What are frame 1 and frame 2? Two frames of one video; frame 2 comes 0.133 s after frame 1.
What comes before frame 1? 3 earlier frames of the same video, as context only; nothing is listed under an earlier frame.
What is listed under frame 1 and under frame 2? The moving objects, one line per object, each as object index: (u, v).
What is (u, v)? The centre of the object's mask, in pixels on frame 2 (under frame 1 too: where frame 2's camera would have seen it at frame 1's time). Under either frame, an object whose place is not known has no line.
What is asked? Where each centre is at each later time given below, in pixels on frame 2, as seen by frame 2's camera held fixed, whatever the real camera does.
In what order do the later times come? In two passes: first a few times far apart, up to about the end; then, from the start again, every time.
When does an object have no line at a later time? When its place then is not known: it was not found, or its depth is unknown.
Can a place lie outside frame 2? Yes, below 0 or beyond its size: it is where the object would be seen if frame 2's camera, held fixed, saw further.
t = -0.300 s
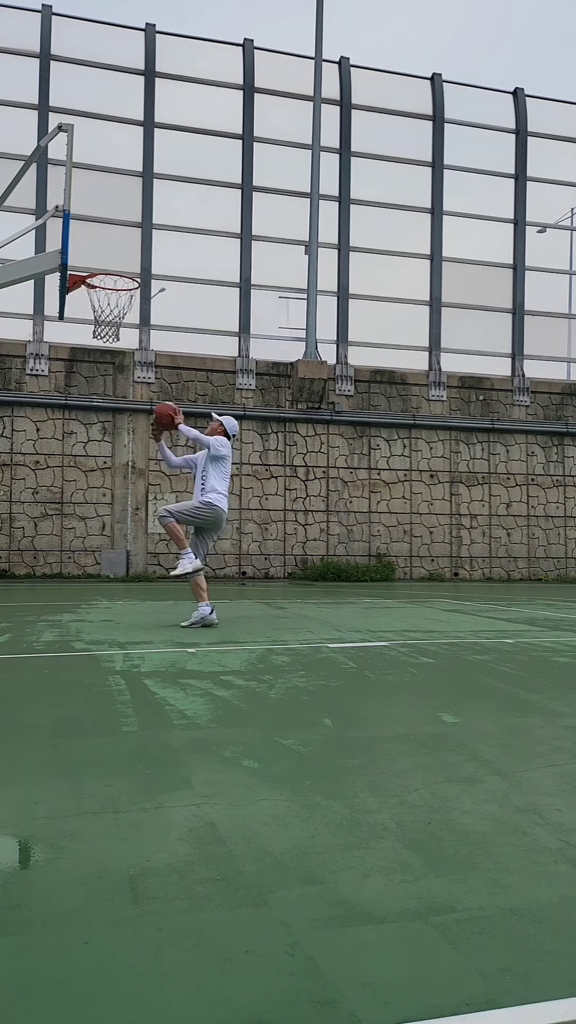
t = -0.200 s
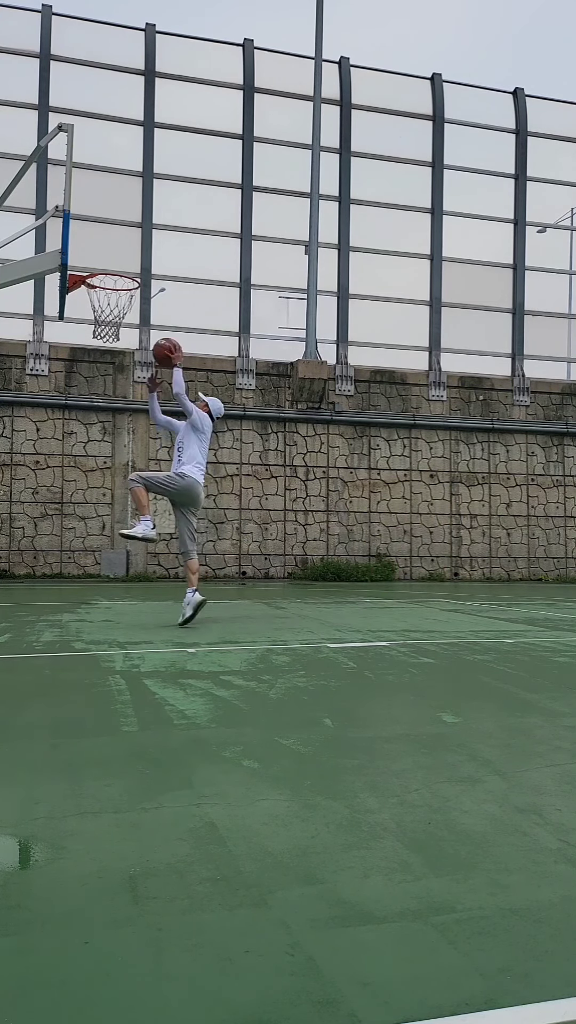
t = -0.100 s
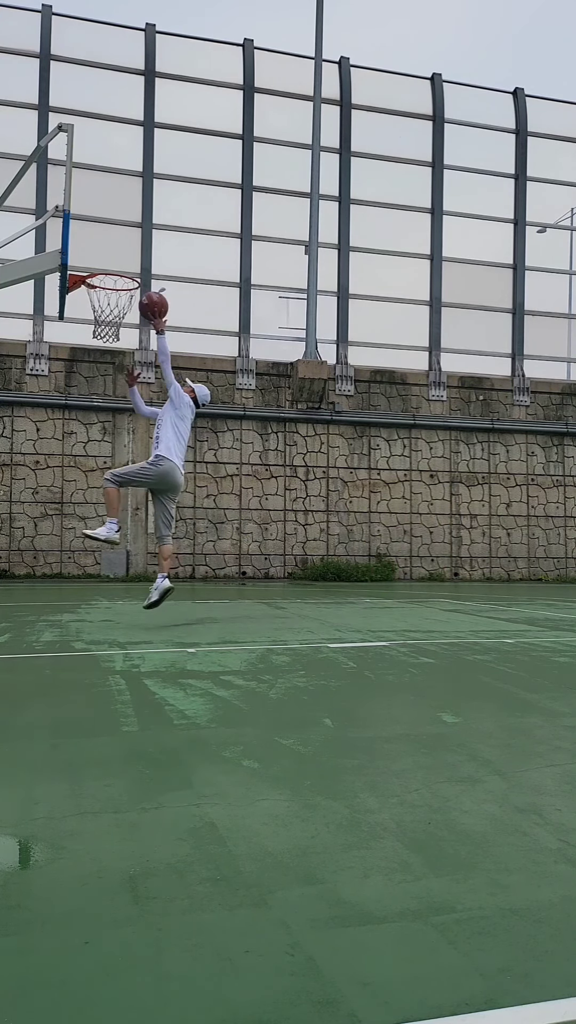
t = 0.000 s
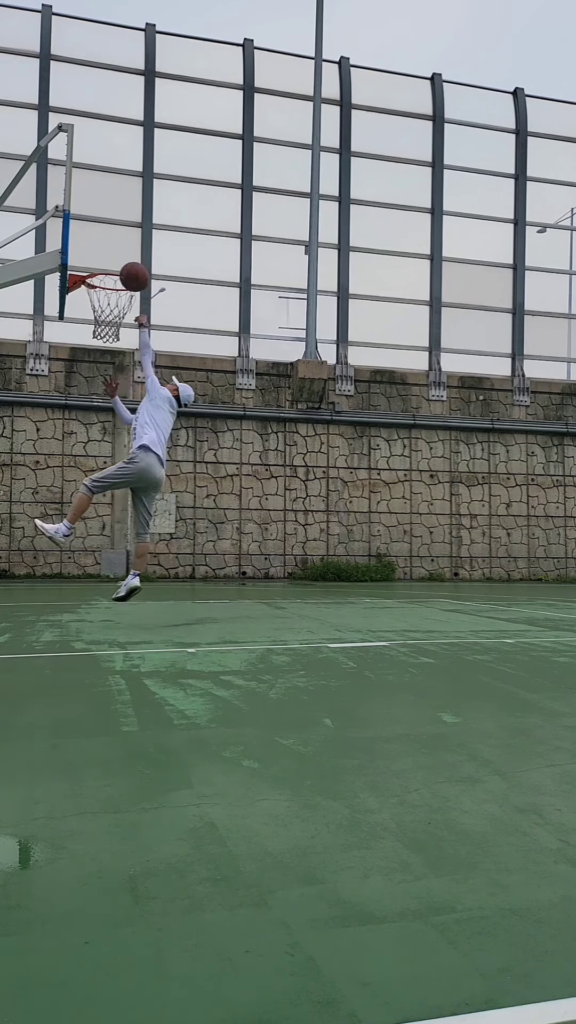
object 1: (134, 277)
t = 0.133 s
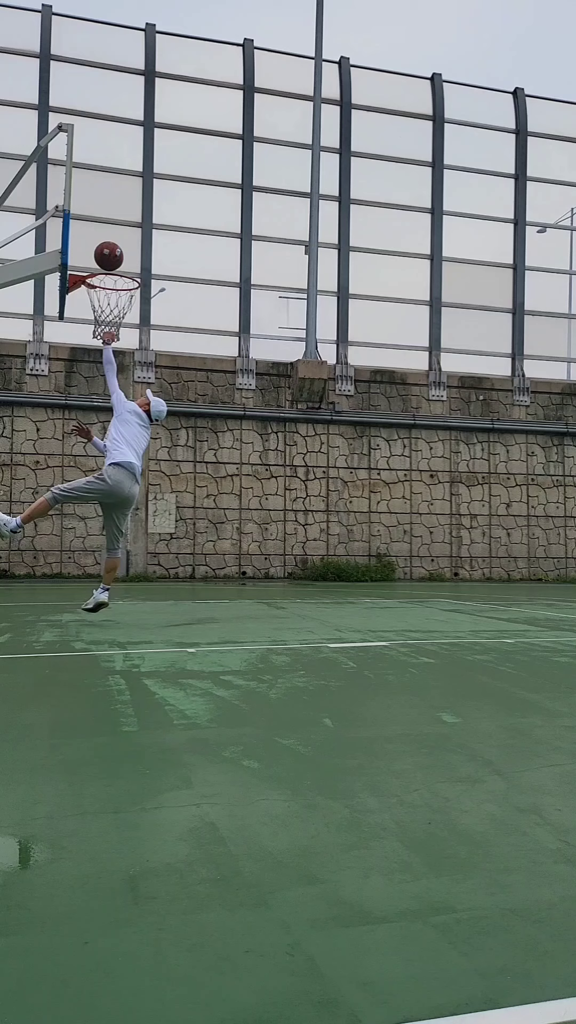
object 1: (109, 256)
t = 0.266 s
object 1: (84, 256)
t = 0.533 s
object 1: (110, 269)
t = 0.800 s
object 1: (121, 319)
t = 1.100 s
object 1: (109, 349)
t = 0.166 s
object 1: (102, 254)
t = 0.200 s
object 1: (96, 253)
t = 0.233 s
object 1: (90, 254)
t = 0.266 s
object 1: (84, 256)
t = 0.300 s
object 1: (85, 259)
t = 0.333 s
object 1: (88, 260)
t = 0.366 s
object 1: (92, 259)
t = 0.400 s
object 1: (96, 258)
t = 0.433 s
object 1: (100, 259)
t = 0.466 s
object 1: (103, 261)
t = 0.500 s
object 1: (107, 265)
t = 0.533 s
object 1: (110, 269)
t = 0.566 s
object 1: (114, 275)
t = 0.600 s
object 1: (115, 280)
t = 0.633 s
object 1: (117, 286)
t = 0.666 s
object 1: (117, 292)
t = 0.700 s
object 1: (119, 300)
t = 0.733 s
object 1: (120, 308)
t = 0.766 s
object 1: (120, 315)
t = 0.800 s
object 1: (121, 319)
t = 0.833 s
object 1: (121, 322)
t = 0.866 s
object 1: (120, 324)
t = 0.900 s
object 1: (120, 326)
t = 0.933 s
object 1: (119, 329)
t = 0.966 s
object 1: (117, 331)
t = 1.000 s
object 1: (115, 334)
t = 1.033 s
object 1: (113, 337)
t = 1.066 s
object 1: (111, 342)
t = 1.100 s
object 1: (109, 349)
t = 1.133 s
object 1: (107, 357)
